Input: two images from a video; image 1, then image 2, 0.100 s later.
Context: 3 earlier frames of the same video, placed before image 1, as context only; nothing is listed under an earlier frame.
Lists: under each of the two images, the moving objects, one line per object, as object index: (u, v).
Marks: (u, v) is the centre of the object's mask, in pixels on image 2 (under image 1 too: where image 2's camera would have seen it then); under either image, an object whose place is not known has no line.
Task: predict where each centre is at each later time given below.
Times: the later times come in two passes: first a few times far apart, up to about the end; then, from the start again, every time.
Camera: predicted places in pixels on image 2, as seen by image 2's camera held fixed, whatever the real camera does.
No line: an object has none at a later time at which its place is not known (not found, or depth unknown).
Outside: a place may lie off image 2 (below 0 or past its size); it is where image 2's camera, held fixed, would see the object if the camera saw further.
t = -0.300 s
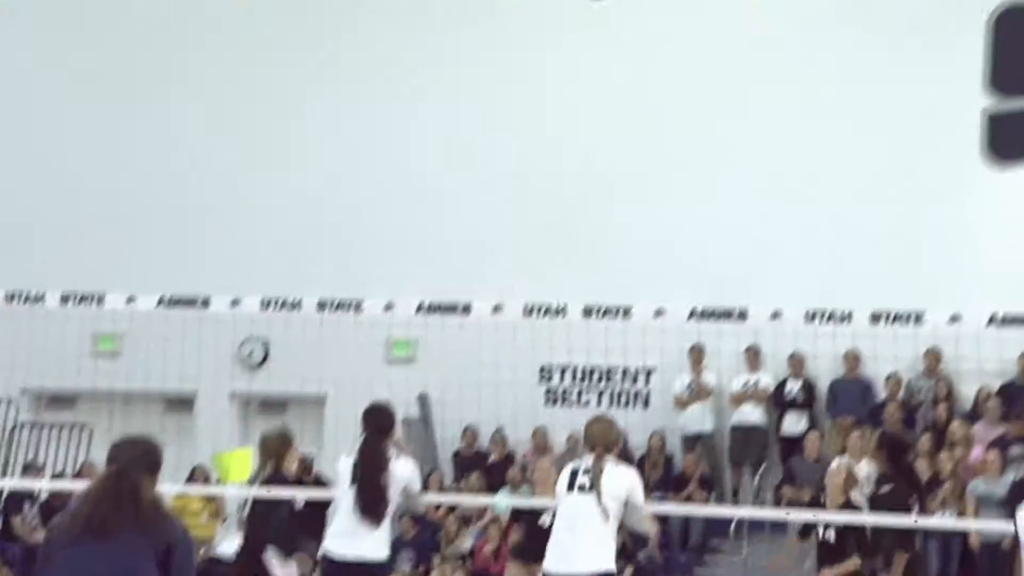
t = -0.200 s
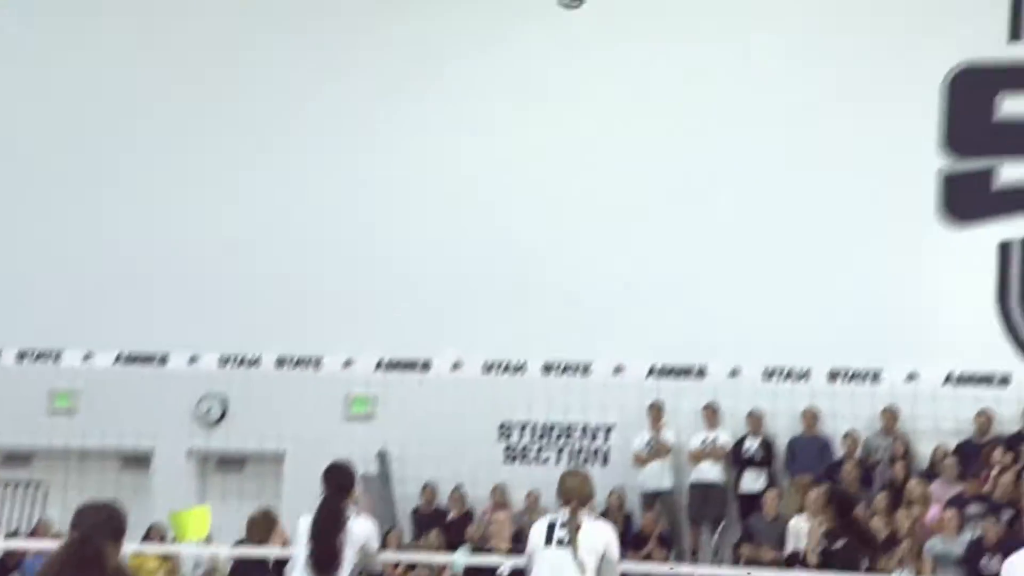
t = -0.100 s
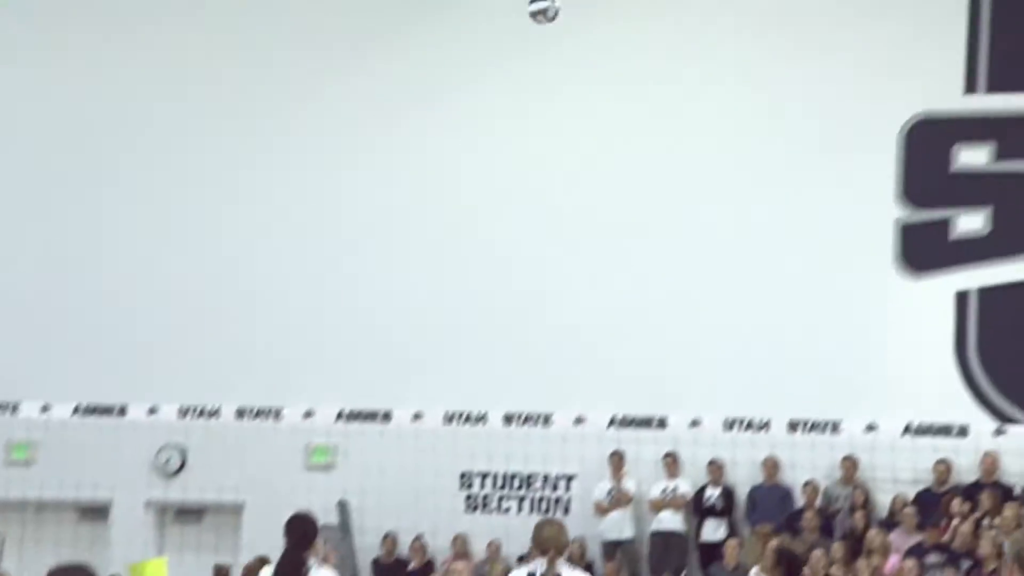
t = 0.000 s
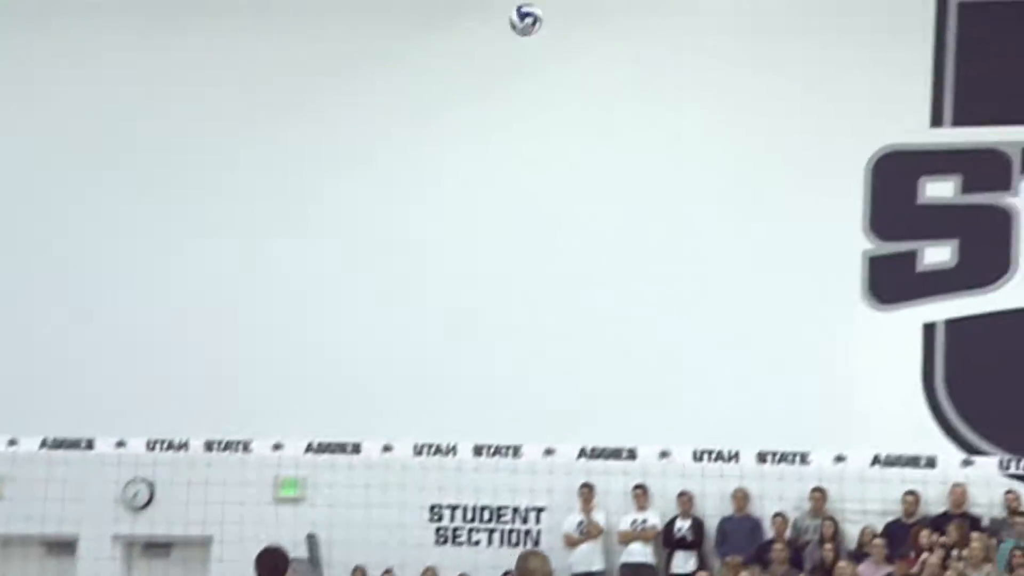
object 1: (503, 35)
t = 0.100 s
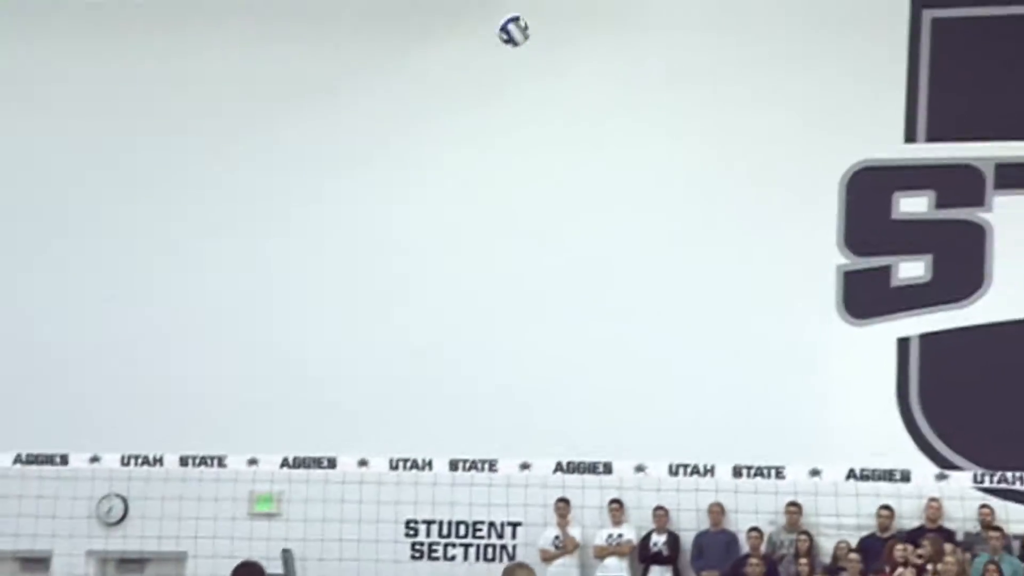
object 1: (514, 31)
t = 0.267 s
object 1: (533, 56)
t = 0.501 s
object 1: (560, 166)
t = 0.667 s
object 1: (575, 304)
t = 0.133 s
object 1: (518, 31)
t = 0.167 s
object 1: (522, 34)
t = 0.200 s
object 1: (525, 39)
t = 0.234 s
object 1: (529, 47)
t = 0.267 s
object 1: (533, 56)
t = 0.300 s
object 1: (537, 66)
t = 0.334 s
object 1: (541, 78)
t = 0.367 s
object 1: (544, 92)
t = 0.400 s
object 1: (548, 108)
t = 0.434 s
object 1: (551, 125)
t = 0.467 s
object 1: (555, 145)
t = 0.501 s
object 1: (560, 166)
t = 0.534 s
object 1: (563, 190)
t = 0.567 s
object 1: (567, 216)
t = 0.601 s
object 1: (569, 244)
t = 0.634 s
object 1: (572, 273)
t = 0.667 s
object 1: (575, 304)
